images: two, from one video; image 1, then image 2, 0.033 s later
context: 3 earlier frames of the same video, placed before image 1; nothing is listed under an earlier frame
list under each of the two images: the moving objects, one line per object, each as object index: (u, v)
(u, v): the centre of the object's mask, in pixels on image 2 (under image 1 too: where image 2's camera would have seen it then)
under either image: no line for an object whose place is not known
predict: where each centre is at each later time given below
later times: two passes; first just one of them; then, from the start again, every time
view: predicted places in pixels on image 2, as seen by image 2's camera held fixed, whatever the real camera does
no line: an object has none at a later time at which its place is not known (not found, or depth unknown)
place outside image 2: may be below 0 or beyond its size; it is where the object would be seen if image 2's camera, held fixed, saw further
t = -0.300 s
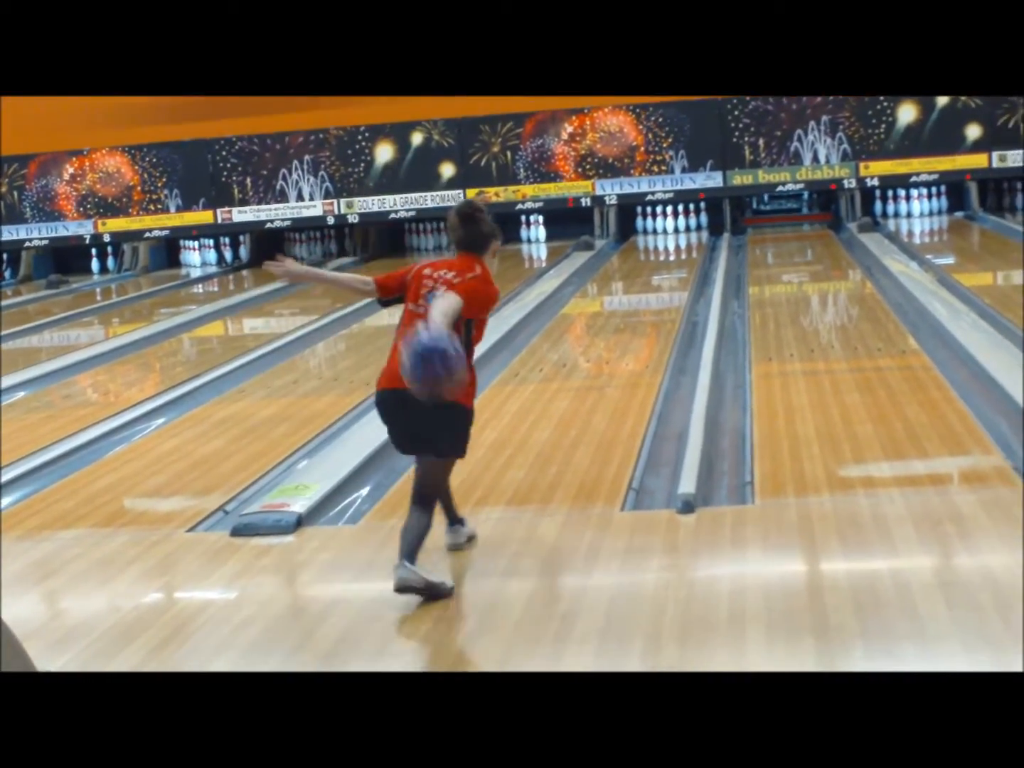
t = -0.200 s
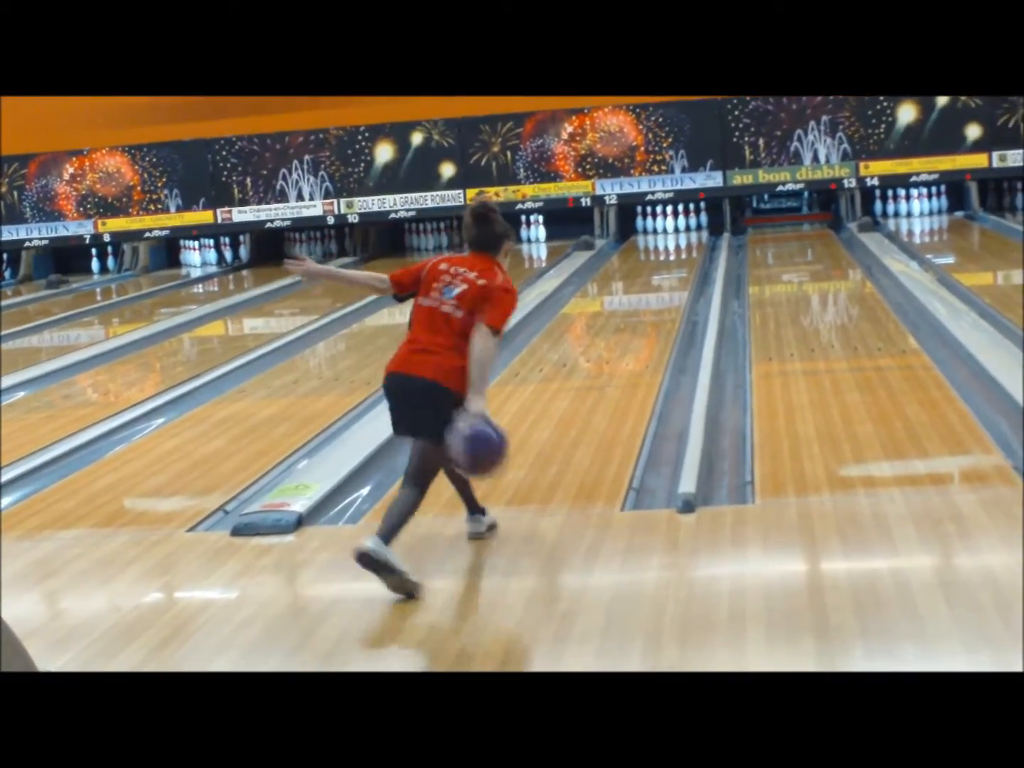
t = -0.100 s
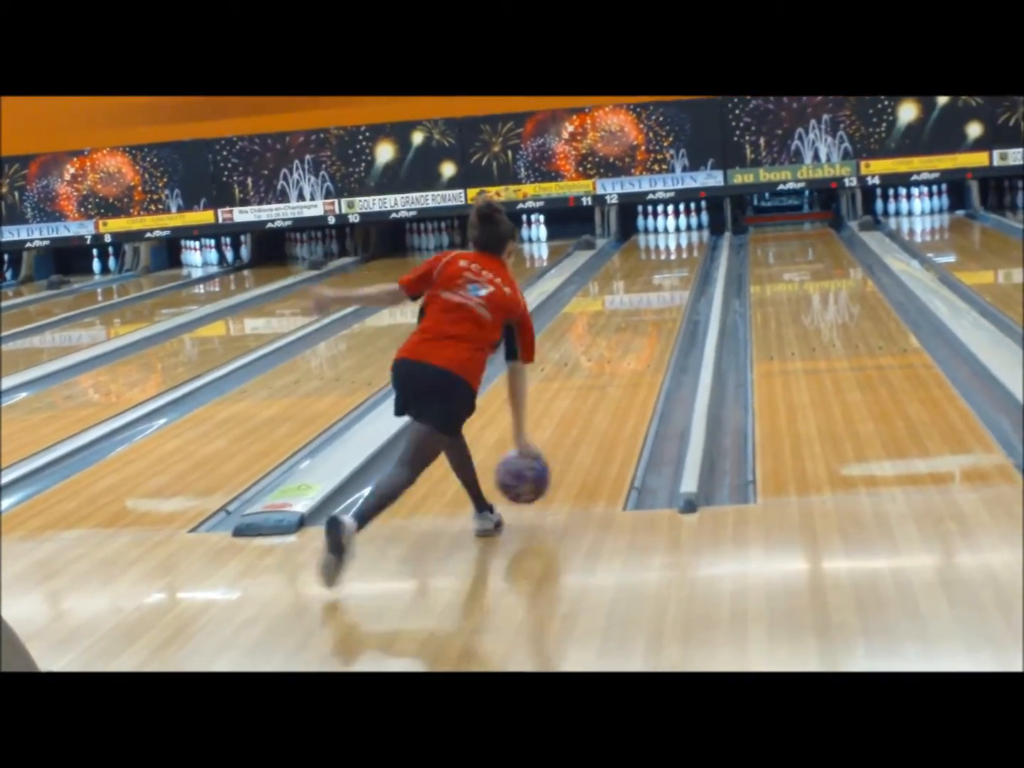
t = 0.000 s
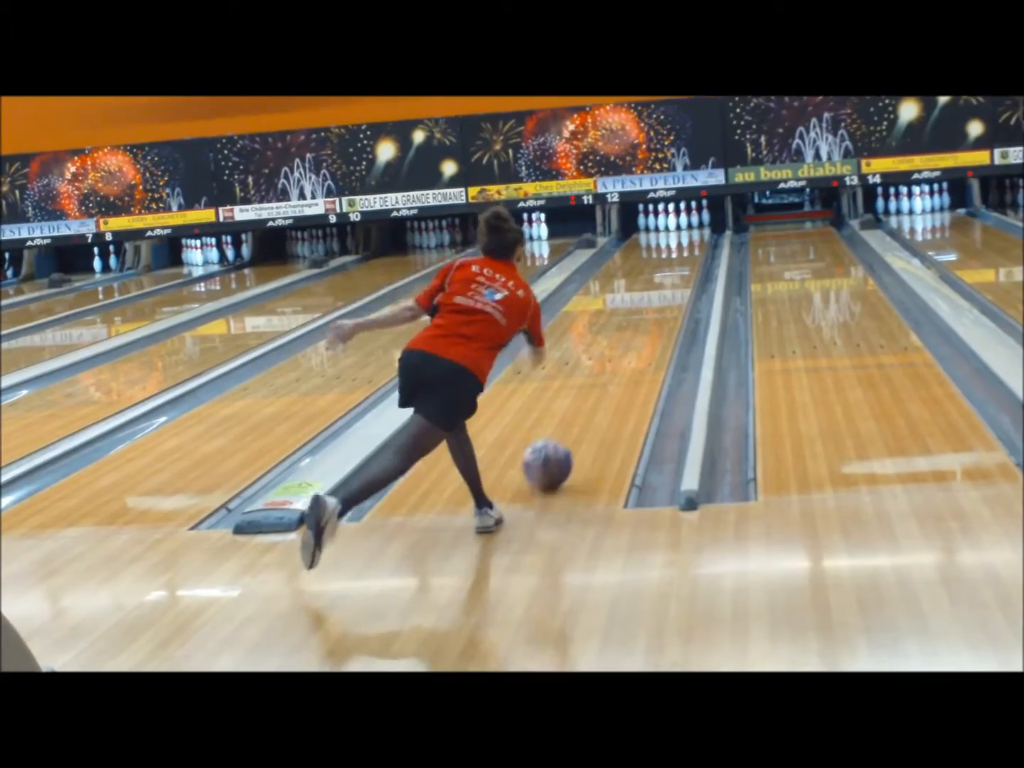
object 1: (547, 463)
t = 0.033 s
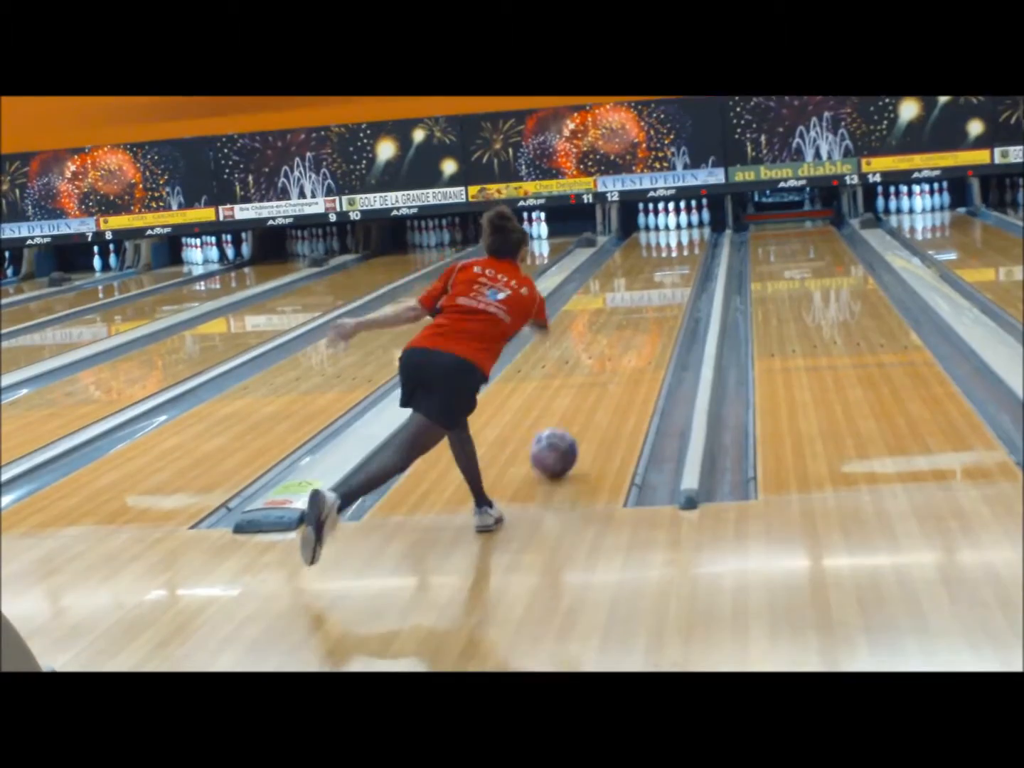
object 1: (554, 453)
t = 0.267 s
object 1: (586, 398)
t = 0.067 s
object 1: (559, 445)
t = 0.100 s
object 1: (564, 437)
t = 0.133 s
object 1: (569, 427)
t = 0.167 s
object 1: (574, 420)
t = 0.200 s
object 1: (578, 413)
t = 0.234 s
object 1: (582, 405)
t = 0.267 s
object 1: (586, 398)
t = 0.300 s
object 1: (590, 391)
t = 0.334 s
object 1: (593, 384)
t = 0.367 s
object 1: (596, 378)
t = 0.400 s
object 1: (600, 373)
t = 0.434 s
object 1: (602, 369)
